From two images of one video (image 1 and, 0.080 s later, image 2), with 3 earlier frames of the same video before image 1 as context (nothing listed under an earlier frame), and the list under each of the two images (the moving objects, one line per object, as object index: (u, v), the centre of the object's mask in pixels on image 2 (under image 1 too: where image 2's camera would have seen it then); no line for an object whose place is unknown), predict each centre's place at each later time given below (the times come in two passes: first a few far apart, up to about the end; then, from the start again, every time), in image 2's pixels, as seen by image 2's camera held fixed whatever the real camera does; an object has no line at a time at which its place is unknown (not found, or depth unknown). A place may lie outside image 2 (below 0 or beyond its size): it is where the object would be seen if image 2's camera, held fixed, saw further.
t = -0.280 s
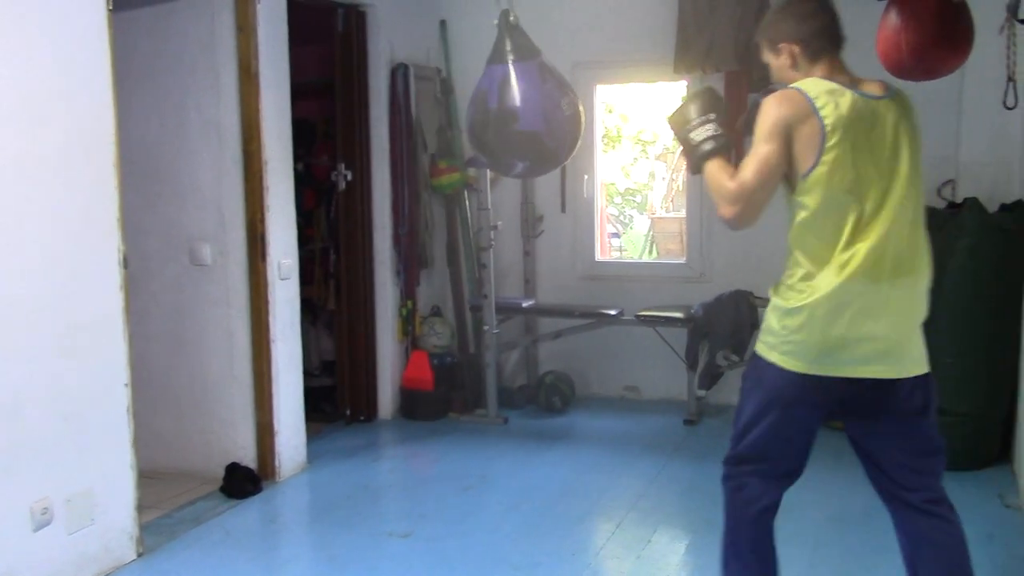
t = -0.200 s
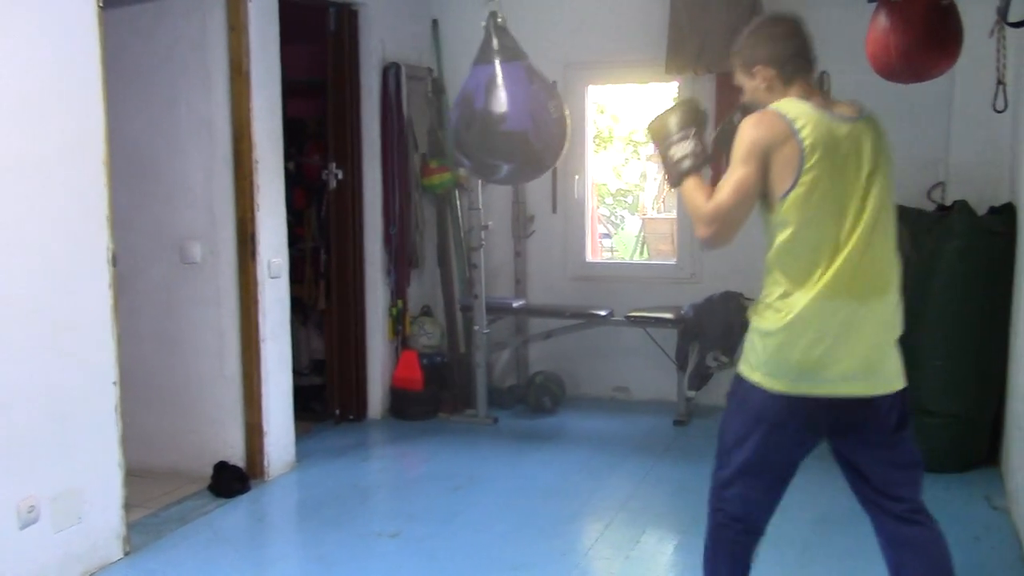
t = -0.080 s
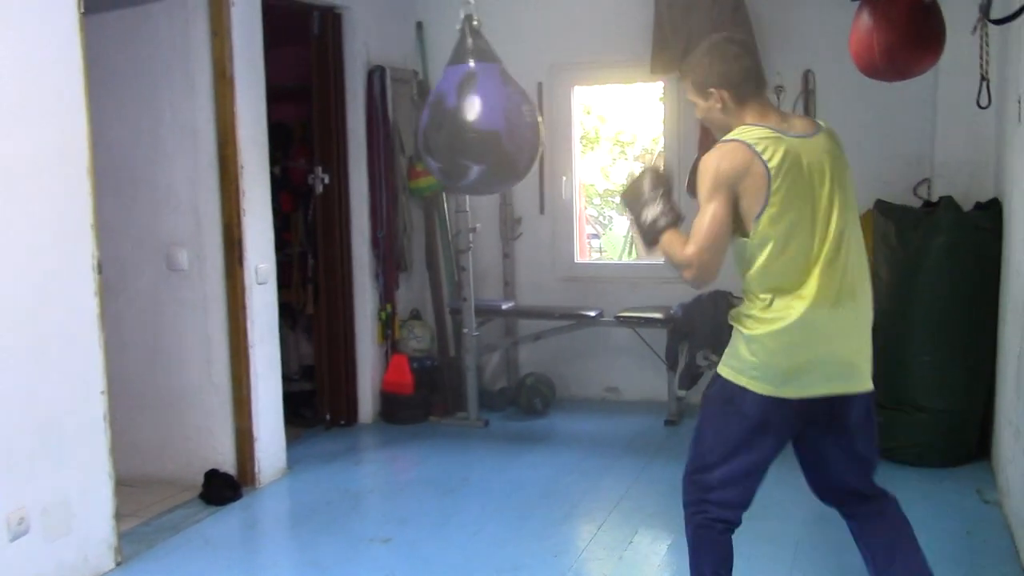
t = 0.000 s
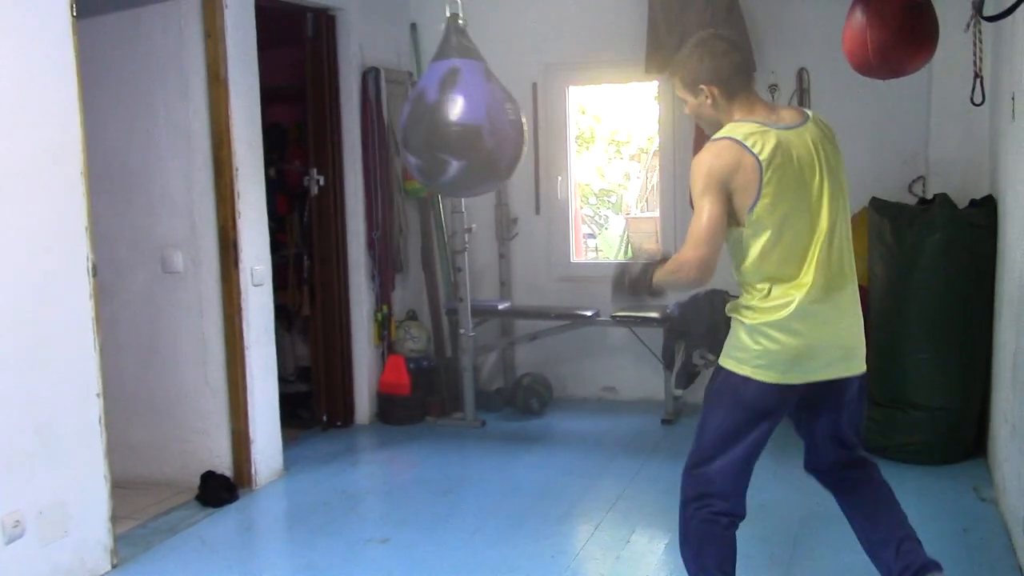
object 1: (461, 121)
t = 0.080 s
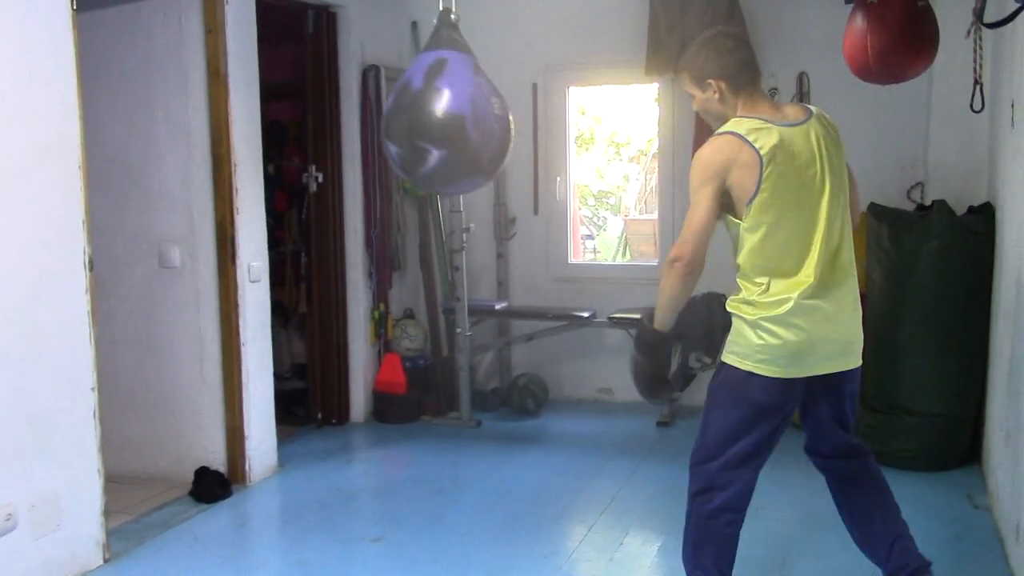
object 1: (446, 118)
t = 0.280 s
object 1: (414, 103)
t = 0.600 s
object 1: (404, 105)
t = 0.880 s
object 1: (442, 120)
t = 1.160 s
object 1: (484, 106)
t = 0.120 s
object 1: (439, 115)
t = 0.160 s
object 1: (432, 112)
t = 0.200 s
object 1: (426, 109)
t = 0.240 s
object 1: (419, 106)
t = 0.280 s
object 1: (414, 103)
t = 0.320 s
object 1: (409, 100)
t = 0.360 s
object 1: (406, 99)
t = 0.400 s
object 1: (403, 98)
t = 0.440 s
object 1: (401, 98)
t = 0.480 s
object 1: (400, 99)
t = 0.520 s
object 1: (401, 100)
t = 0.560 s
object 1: (402, 102)
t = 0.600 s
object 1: (404, 105)
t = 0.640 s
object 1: (408, 108)
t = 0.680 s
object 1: (412, 111)
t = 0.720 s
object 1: (417, 114)
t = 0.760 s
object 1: (424, 116)
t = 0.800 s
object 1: (429, 118)
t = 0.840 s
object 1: (436, 119)
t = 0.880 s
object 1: (442, 120)
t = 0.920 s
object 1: (450, 119)
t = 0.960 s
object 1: (456, 118)
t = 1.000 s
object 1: (462, 116)
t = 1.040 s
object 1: (467, 114)
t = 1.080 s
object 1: (472, 112)
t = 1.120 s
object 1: (479, 109)
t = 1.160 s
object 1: (484, 106)
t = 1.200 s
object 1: (487, 104)
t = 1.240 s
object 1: (490, 102)
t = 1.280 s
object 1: (493, 101)
